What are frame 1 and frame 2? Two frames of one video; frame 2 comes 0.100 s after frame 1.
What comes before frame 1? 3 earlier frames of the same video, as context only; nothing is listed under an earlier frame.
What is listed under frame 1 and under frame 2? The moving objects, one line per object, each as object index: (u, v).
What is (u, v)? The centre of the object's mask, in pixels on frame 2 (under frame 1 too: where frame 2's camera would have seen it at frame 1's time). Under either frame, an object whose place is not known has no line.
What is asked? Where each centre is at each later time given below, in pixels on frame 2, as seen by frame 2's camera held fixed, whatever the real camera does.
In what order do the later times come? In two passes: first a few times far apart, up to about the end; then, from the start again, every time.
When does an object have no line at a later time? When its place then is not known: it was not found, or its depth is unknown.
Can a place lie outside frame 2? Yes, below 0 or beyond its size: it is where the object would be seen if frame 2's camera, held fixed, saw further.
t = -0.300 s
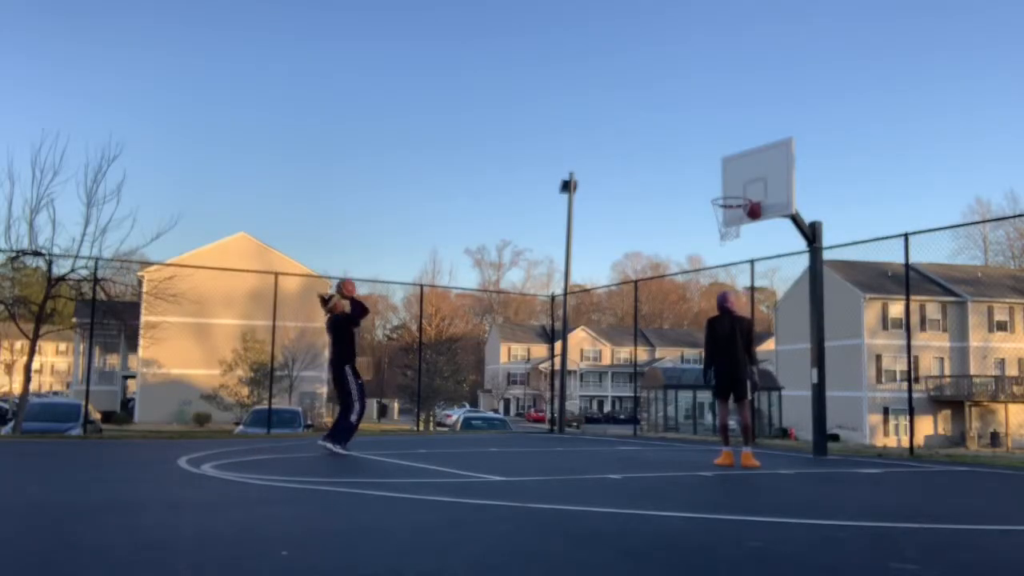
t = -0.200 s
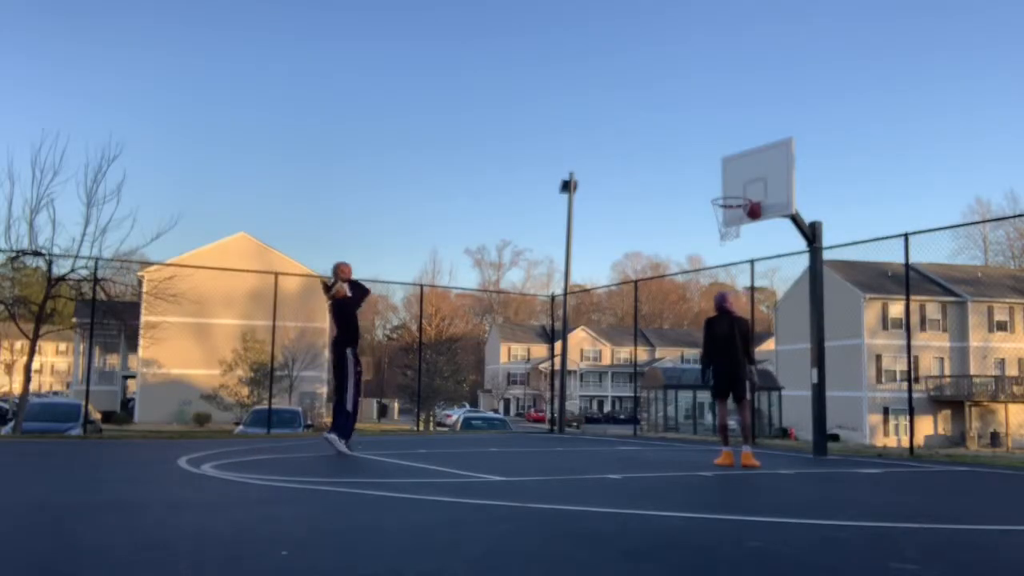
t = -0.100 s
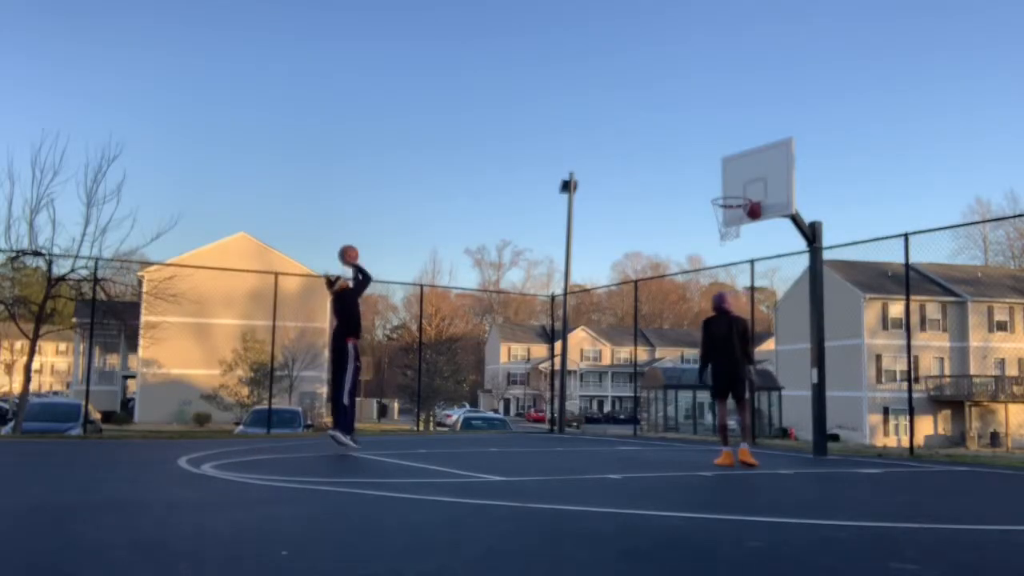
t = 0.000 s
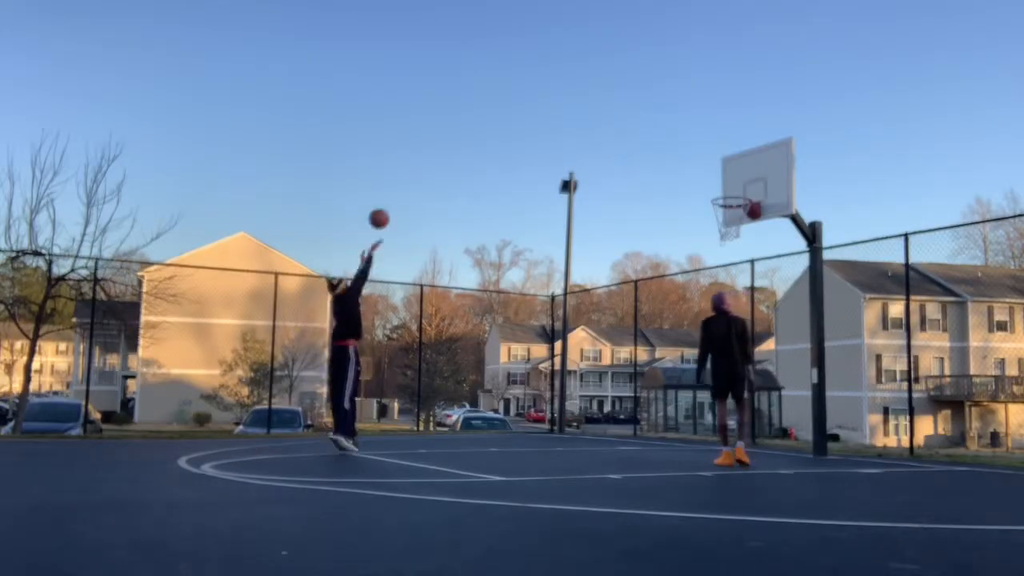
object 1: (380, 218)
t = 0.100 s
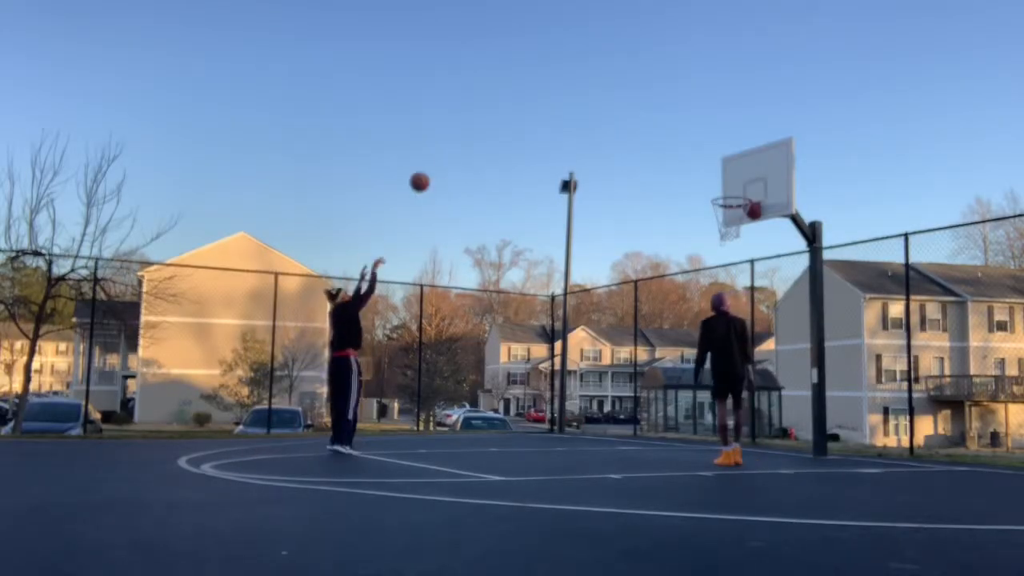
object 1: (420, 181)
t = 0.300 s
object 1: (497, 134)
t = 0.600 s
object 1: (604, 122)
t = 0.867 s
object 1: (695, 169)
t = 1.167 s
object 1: (755, 222)
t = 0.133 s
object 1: (433, 171)
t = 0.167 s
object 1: (446, 161)
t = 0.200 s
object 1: (459, 153)
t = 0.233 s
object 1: (472, 146)
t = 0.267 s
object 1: (485, 139)
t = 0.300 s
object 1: (497, 134)
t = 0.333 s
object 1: (510, 129)
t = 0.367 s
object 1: (525, 125)
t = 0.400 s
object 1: (536, 122)
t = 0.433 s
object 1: (547, 120)
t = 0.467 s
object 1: (559, 118)
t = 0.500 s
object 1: (571, 118)
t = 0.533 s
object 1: (583, 118)
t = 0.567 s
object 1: (594, 119)
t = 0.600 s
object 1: (604, 122)
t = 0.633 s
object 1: (616, 125)
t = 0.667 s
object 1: (627, 128)
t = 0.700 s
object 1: (638, 133)
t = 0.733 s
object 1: (650, 139)
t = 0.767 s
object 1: (661, 145)
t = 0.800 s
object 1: (672, 152)
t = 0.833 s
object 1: (684, 160)
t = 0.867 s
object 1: (695, 169)
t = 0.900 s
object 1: (706, 178)
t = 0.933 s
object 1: (717, 188)
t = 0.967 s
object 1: (727, 198)
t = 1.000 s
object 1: (738, 208)
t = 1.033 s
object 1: (747, 215)
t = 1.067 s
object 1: (752, 214)
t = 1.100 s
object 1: (753, 215)
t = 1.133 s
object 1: (754, 216)
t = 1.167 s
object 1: (755, 222)
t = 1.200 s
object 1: (756, 228)
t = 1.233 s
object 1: (757, 234)
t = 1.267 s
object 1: (758, 240)
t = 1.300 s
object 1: (758, 248)
